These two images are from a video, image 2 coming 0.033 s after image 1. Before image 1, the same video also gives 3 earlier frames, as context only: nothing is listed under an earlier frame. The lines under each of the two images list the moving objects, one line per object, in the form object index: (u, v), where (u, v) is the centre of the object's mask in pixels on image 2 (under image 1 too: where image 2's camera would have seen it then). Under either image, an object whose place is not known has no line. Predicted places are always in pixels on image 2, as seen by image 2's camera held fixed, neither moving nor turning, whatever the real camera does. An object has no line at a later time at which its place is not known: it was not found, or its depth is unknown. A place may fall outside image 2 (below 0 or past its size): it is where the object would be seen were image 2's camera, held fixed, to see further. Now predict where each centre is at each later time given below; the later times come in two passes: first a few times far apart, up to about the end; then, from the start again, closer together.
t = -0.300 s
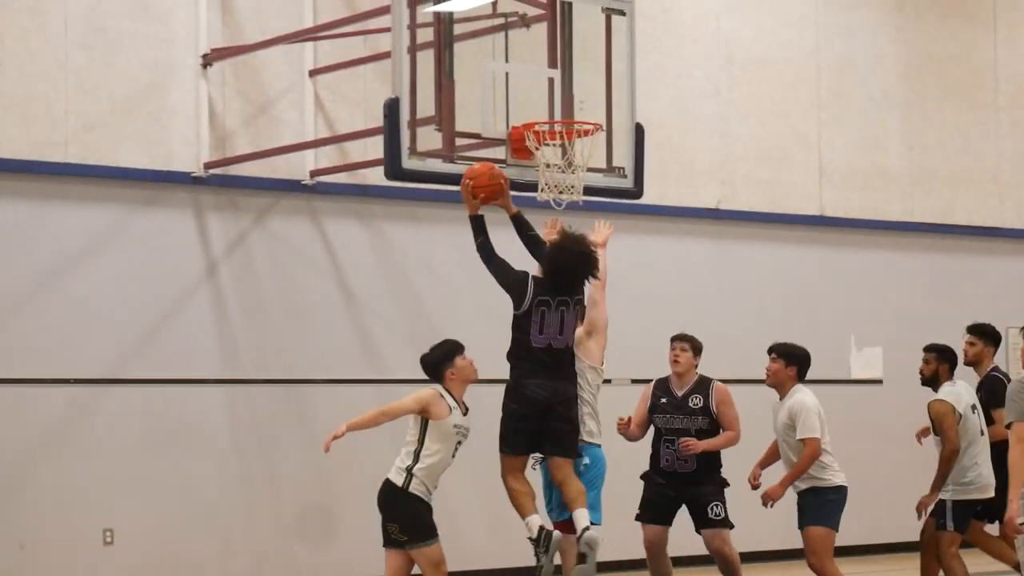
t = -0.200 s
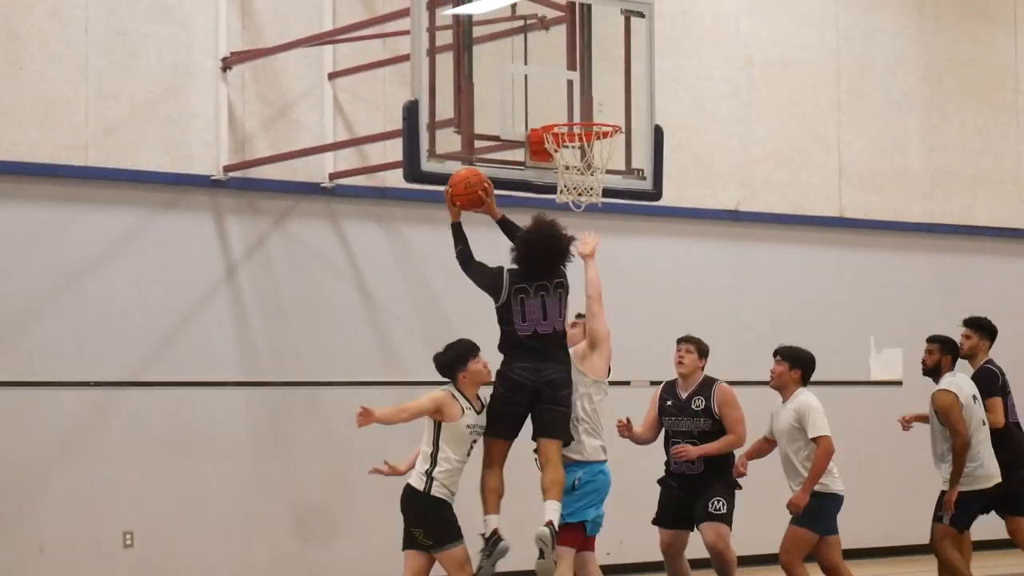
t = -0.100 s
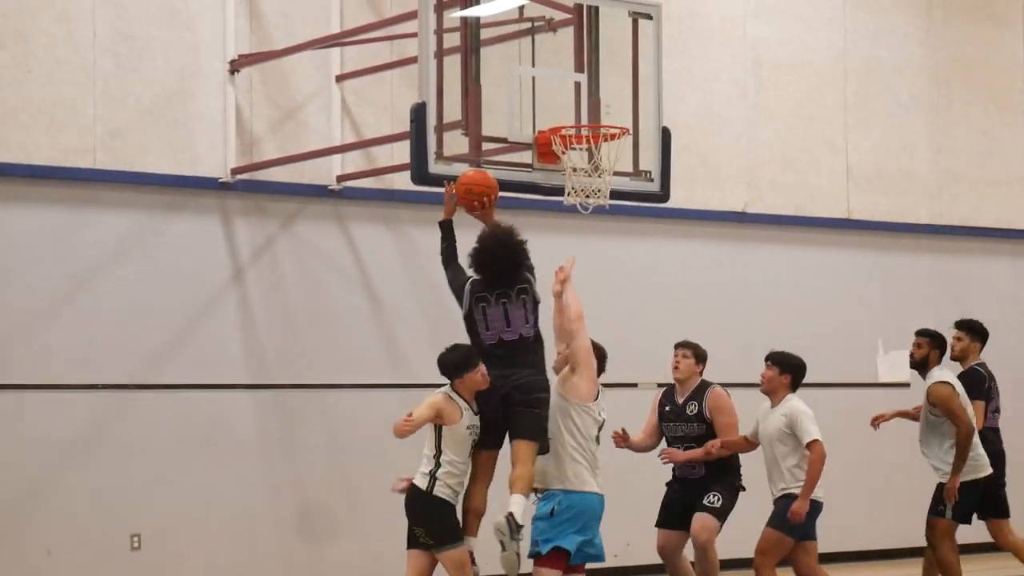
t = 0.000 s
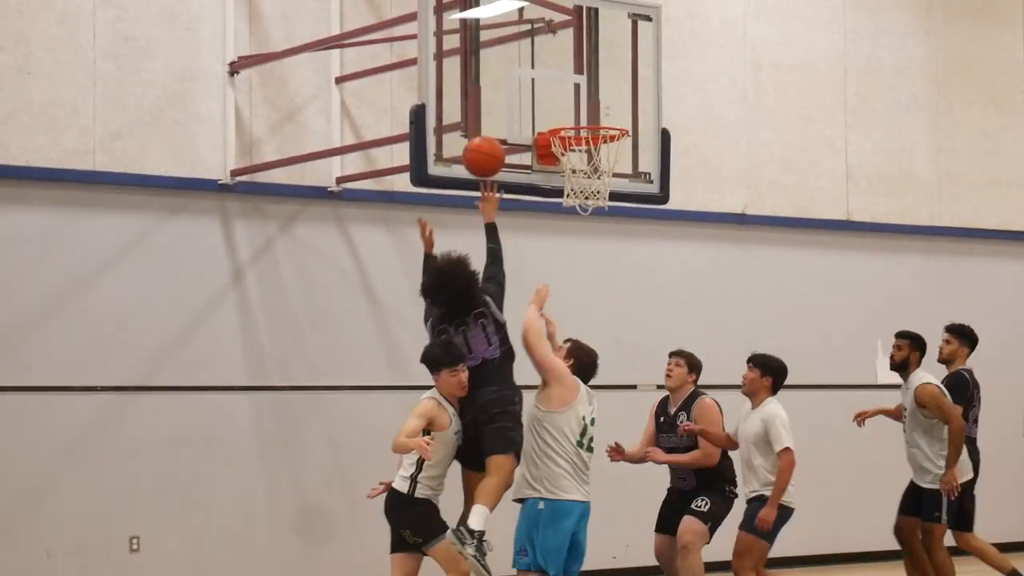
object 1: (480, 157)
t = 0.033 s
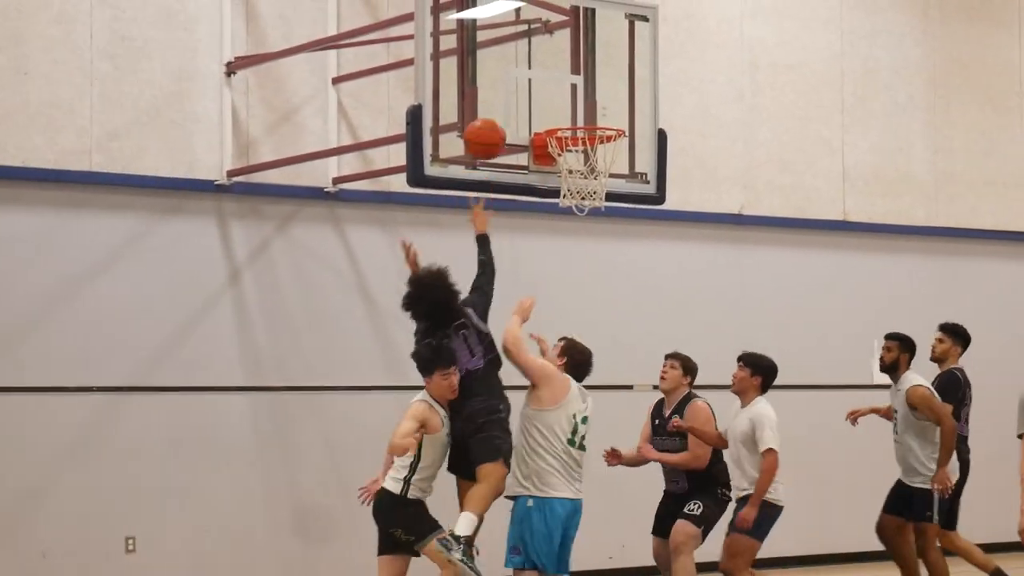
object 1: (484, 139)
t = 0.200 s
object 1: (506, 78)
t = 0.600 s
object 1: (598, 113)
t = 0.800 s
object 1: (563, 101)
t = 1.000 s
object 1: (577, 102)
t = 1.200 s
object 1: (588, 147)
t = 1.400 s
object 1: (588, 200)
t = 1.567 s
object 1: (577, 259)
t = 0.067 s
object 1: (489, 123)
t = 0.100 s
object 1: (494, 109)
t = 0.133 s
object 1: (498, 96)
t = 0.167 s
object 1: (502, 86)
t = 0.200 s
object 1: (506, 78)
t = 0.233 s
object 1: (510, 72)
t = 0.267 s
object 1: (515, 68)
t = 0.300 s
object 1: (521, 66)
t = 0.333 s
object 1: (532, 66)
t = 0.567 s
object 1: (608, 115)
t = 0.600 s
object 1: (598, 113)
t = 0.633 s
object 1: (586, 112)
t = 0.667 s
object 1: (576, 112)
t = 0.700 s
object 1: (563, 113)
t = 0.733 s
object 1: (558, 112)
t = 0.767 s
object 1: (561, 107)
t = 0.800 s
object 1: (563, 101)
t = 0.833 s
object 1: (565, 97)
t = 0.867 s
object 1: (568, 94)
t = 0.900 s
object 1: (570, 94)
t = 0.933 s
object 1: (572, 95)
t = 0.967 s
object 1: (575, 98)
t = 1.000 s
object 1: (577, 102)
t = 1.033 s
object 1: (580, 109)
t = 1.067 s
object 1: (582, 114)
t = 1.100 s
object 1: (585, 119)
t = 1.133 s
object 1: (586, 121)
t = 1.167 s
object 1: (585, 123)
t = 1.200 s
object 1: (588, 147)
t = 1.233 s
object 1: (589, 155)
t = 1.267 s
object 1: (591, 166)
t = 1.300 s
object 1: (592, 179)
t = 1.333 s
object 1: (591, 186)
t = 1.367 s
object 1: (590, 192)
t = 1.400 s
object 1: (588, 200)
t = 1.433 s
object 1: (585, 209)
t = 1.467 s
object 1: (583, 217)
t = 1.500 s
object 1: (581, 230)
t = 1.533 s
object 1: (579, 244)
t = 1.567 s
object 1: (577, 259)
